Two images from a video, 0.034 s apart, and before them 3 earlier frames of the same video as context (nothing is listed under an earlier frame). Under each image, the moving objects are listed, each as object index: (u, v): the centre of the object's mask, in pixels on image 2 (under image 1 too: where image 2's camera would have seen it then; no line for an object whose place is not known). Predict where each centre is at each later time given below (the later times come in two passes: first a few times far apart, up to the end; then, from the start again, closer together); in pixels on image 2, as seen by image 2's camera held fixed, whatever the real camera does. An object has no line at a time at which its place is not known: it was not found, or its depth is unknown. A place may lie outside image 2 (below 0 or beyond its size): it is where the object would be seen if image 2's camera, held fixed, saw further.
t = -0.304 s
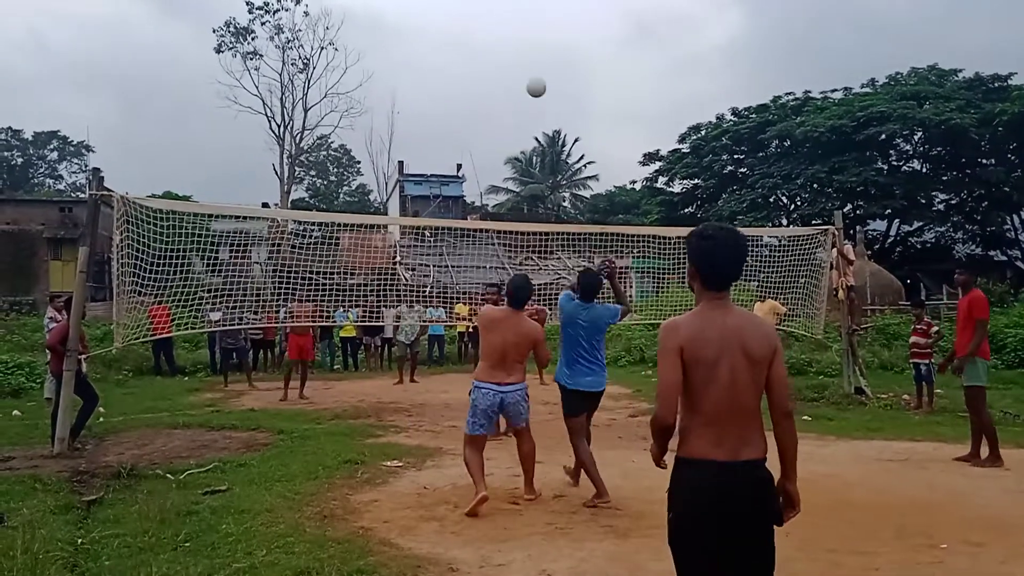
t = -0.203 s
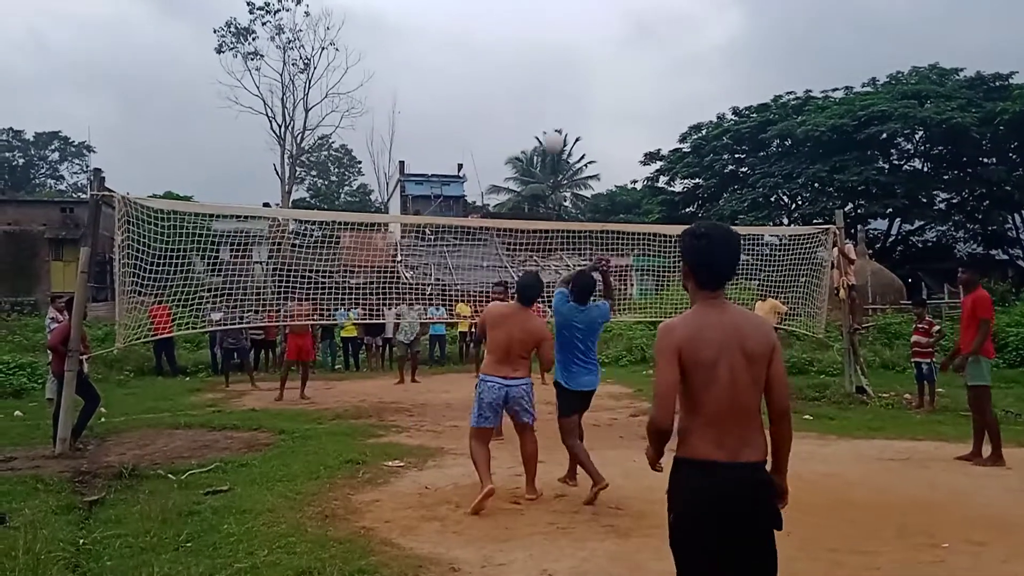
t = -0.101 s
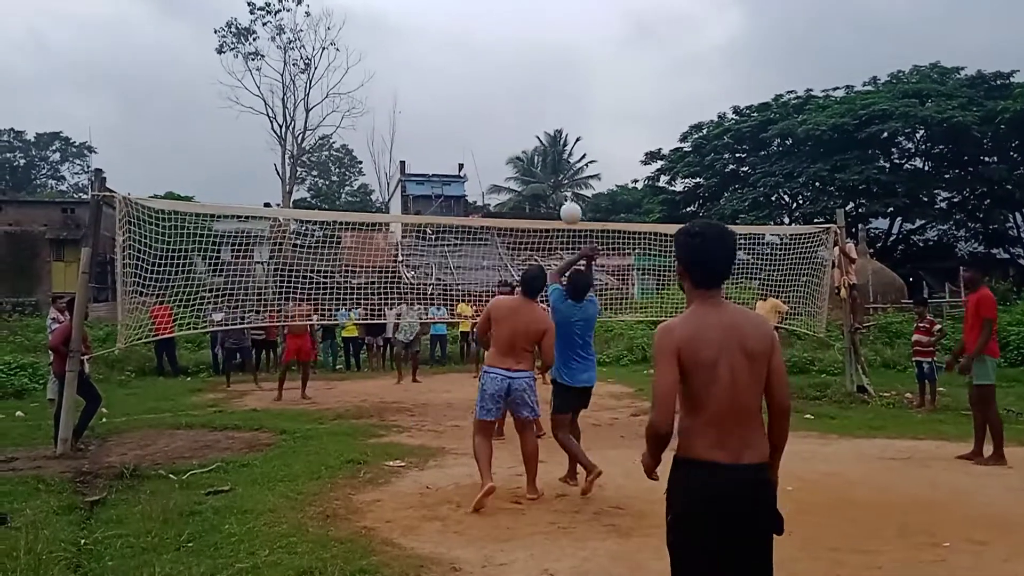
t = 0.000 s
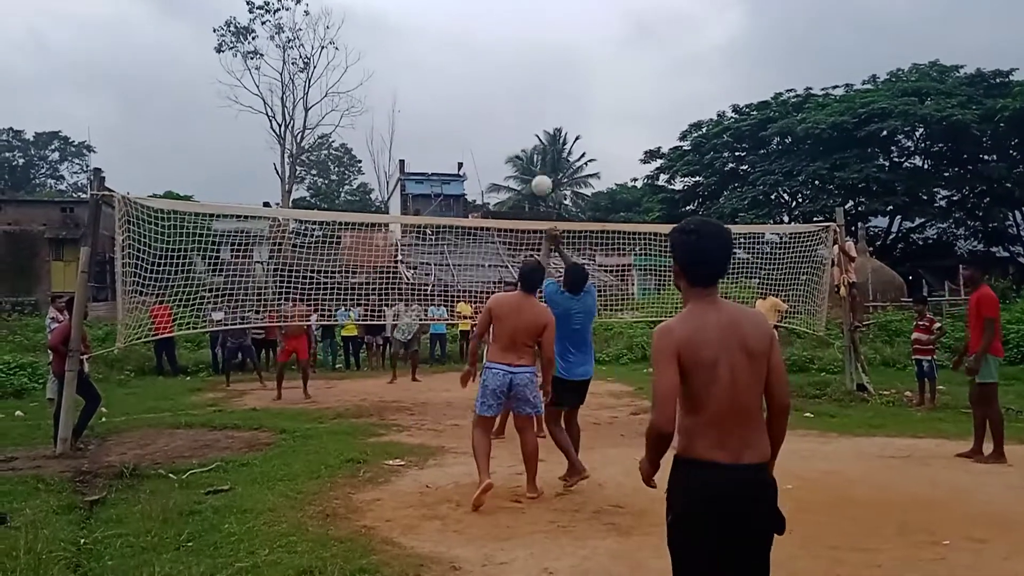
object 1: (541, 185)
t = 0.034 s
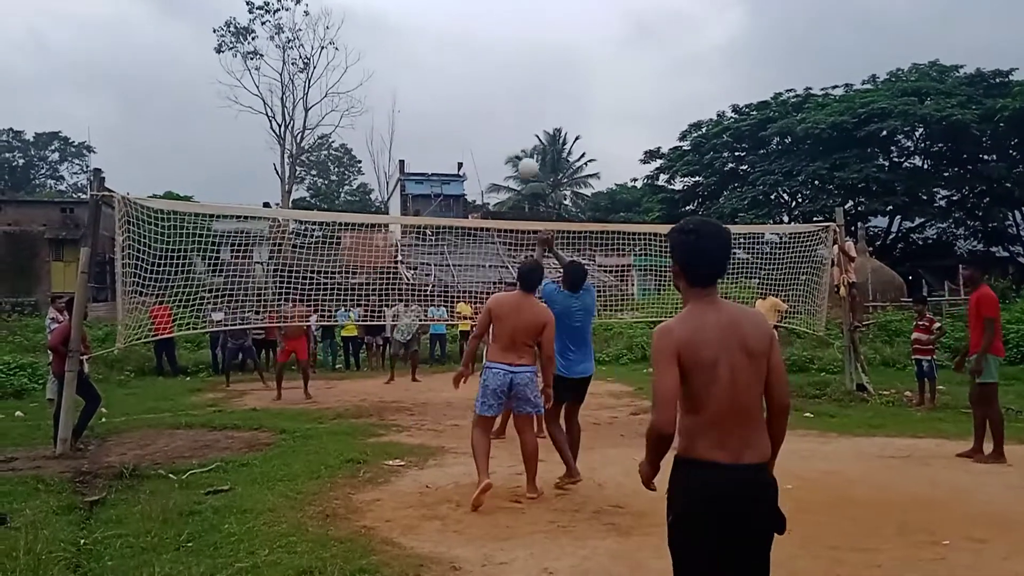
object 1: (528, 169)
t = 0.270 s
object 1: (453, 98)
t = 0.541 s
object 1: (397, 98)
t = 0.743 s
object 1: (367, 135)
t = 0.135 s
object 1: (491, 128)
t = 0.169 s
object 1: (480, 118)
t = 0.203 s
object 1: (471, 110)
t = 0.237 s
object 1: (461, 103)
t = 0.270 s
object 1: (453, 98)
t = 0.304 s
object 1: (444, 94)
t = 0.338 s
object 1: (436, 91)
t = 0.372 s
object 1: (429, 90)
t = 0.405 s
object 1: (422, 91)
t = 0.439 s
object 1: (415, 91)
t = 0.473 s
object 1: (409, 93)
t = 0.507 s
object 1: (403, 95)
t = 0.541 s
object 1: (397, 98)
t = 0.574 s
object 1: (391, 103)
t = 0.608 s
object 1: (387, 108)
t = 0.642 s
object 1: (381, 114)
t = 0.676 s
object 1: (376, 121)
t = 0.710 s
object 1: (372, 127)
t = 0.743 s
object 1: (367, 135)
